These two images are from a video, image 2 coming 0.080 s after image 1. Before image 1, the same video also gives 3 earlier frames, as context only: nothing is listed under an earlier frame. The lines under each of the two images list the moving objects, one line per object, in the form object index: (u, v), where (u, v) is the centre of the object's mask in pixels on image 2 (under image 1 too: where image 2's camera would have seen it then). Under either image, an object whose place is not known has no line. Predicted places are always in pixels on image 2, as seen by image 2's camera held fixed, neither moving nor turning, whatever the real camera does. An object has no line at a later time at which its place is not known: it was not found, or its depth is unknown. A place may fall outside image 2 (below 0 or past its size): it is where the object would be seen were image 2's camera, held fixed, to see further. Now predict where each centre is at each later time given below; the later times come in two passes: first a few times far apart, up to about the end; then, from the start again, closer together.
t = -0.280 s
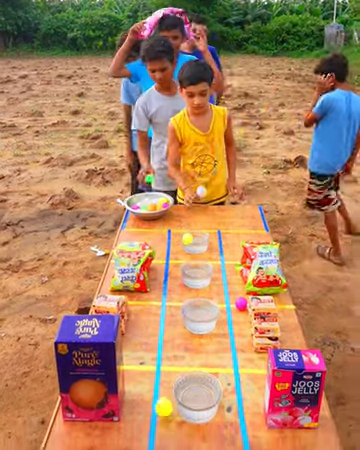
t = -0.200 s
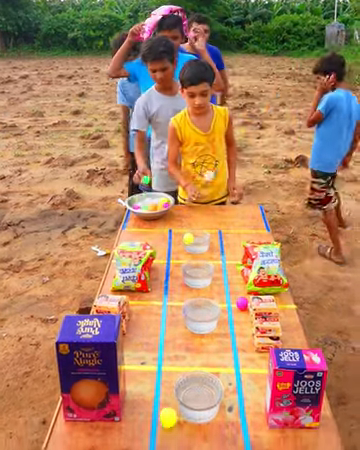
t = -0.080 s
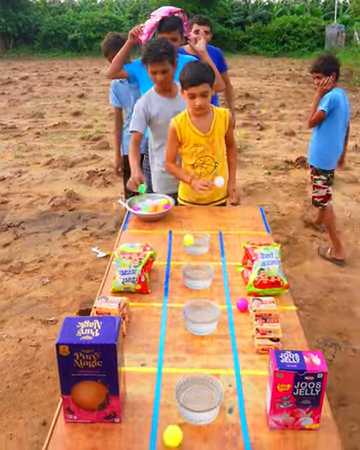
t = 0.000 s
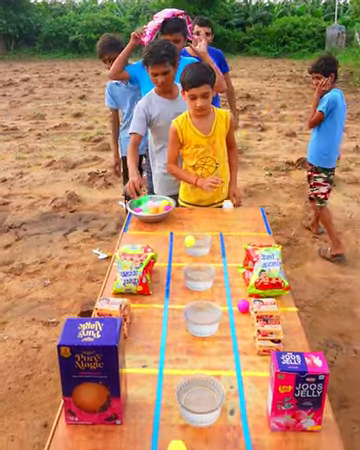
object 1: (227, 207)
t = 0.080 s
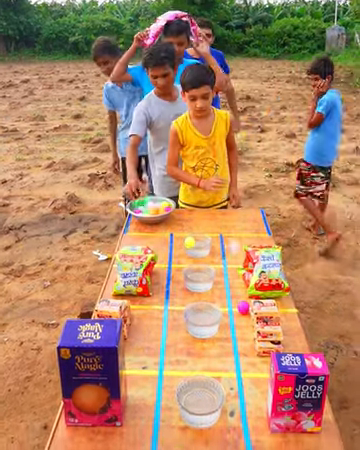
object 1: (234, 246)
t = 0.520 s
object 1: (269, 298)
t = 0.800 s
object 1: (279, 291)
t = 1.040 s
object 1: (301, 305)
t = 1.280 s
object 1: (335, 375)
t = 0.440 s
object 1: (264, 270)
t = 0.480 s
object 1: (266, 288)
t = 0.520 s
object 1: (269, 298)
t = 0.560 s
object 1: (270, 289)
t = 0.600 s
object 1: (271, 285)
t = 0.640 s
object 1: (272, 284)
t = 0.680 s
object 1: (272, 289)
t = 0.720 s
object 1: (273, 298)
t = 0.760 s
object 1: (275, 297)
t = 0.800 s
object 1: (279, 291)
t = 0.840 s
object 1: (283, 290)
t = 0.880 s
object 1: (287, 292)
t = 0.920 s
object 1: (291, 300)
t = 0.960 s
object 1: (293, 311)
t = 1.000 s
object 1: (297, 307)
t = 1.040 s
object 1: (301, 305)
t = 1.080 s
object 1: (305, 307)
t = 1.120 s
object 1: (308, 314)
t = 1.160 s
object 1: (311, 325)
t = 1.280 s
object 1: (335, 375)
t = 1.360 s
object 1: (349, 427)
